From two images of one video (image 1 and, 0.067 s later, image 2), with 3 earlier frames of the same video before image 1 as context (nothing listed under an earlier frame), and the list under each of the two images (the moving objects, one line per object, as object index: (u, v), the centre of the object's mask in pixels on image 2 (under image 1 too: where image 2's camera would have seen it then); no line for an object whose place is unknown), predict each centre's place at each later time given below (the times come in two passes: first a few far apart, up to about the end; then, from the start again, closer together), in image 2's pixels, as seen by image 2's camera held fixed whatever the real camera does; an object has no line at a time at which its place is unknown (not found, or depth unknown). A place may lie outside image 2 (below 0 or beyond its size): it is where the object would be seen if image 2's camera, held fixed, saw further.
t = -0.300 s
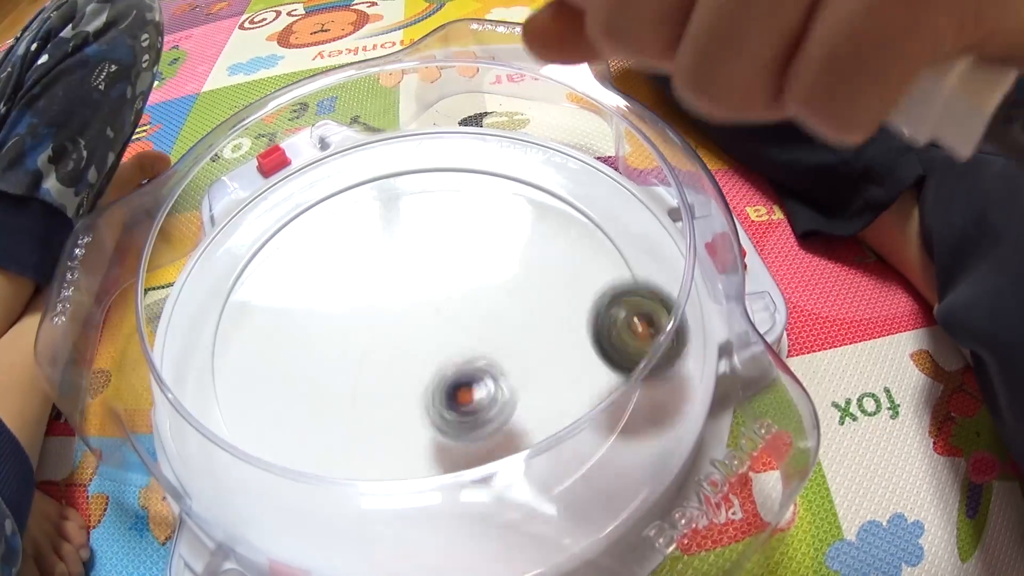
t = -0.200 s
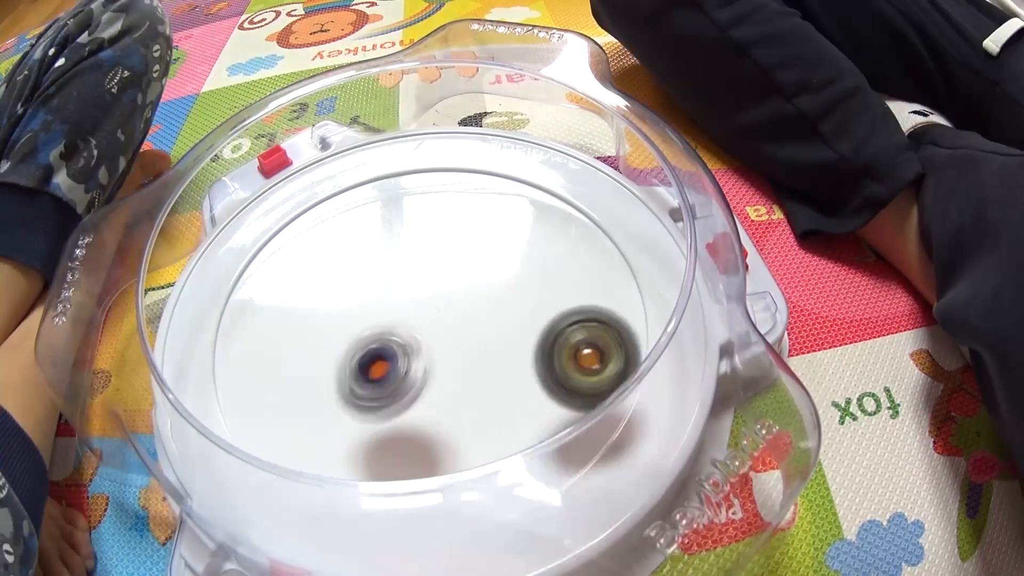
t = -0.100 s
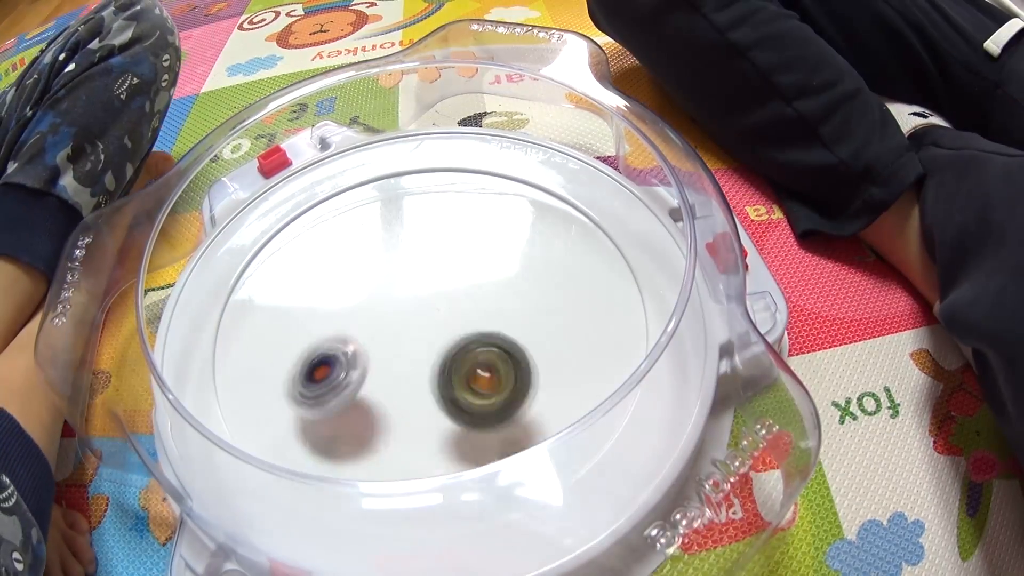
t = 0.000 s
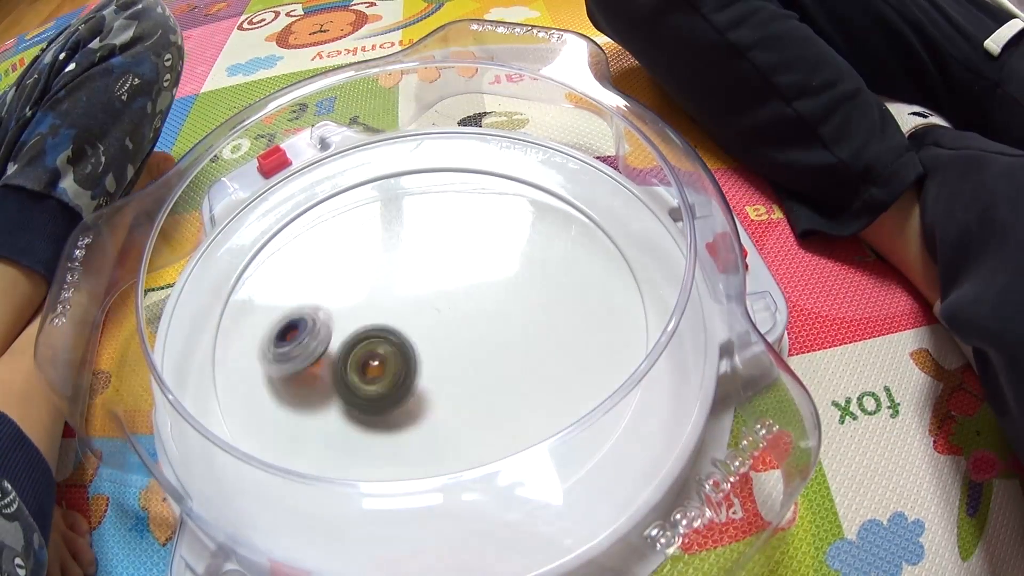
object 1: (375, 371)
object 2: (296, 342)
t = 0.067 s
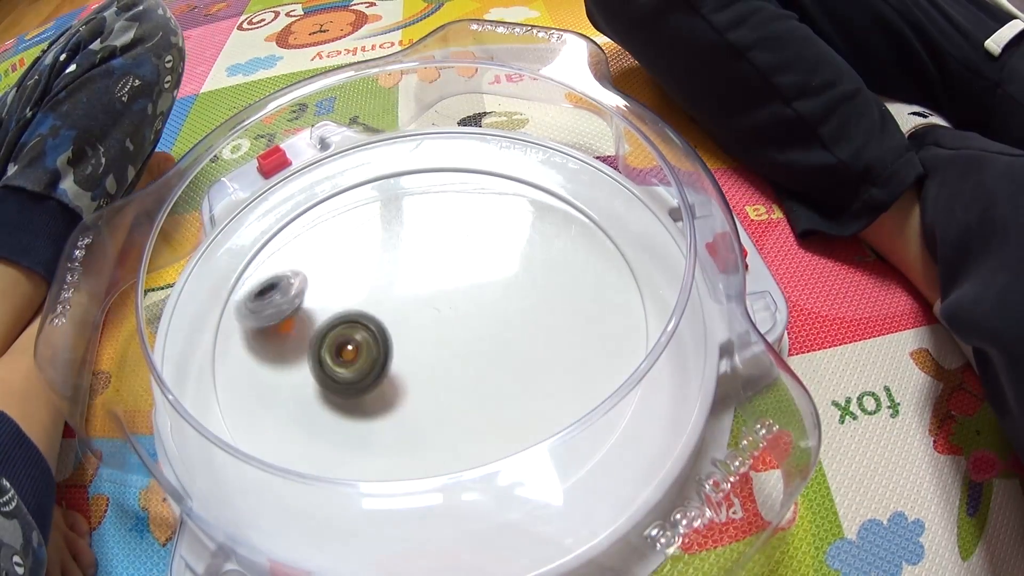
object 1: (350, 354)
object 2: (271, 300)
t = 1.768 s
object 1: (492, 426)
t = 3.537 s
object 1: (376, 232)
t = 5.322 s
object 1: (519, 362)
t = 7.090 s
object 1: (357, 271)
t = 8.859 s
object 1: (449, 375)
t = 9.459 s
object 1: (352, 357)
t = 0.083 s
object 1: (348, 350)
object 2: (266, 289)
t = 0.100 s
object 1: (347, 348)
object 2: (264, 280)
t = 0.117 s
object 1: (347, 344)
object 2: (261, 271)
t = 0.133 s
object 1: (347, 341)
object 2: (259, 263)
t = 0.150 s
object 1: (349, 339)
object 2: (259, 256)
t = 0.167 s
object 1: (351, 335)
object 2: (259, 249)
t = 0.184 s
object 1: (355, 334)
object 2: (261, 244)
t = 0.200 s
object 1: (359, 331)
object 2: (262, 239)
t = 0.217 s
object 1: (365, 329)
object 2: (265, 235)
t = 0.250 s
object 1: (379, 328)
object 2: (273, 229)
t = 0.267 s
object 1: (388, 328)
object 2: (277, 227)
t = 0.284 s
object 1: (396, 329)
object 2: (282, 226)
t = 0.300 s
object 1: (407, 330)
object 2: (289, 228)
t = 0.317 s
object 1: (417, 331)
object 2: (295, 228)
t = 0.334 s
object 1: (429, 333)
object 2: (303, 230)
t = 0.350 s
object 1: (440, 335)
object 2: (310, 234)
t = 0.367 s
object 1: (452, 337)
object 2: (318, 235)
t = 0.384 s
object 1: (464, 339)
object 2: (326, 238)
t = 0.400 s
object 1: (477, 341)
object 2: (336, 245)
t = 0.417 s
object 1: (489, 342)
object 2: (346, 250)
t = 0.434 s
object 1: (502, 342)
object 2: (354, 252)
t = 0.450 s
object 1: (514, 343)
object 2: (364, 258)
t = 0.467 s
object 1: (527, 342)
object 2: (375, 266)
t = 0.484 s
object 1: (539, 340)
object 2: (385, 271)
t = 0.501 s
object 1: (552, 338)
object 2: (394, 275)
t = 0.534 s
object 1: (574, 331)
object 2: (414, 287)
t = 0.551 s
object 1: (584, 328)
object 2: (424, 292)
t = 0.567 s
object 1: (594, 325)
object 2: (433, 298)
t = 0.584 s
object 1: (603, 320)
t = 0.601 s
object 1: (612, 315)
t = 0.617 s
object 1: (619, 311)
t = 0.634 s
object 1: (626, 306)
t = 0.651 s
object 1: (631, 301)
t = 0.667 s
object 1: (634, 295)
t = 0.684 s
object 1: (633, 292)
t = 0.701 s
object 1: (630, 289)
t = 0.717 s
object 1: (628, 286)
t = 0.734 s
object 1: (625, 282)
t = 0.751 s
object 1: (621, 280)
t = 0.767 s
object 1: (617, 277)
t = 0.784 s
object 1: (613, 275)
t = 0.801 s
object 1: (608, 272)
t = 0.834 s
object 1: (599, 270)
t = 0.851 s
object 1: (594, 268)
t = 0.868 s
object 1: (587, 267)
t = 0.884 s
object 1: (582, 267)
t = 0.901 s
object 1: (575, 266)
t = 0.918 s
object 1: (569, 266)
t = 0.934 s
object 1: (563, 267)
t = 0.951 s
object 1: (557, 268)
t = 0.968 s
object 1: (551, 269)
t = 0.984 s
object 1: (545, 272)
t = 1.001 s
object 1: (539, 274)
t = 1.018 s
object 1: (532, 278)
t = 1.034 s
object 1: (527, 281)
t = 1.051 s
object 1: (520, 286)
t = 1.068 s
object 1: (514, 289)
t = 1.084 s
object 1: (509, 295)
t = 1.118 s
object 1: (498, 304)
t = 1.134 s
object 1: (492, 310)
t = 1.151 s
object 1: (489, 315)
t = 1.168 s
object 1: (484, 321)
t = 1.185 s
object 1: (481, 326)
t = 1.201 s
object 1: (477, 332)
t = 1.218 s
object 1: (474, 337)
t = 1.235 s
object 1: (472, 344)
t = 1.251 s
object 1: (469, 350)
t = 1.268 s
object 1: (468, 355)
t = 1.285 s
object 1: (466, 361)
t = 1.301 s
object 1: (465, 367)
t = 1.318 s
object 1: (463, 373)
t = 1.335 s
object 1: (463, 378)
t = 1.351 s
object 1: (463, 384)
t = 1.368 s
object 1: (463, 389)
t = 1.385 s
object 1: (464, 393)
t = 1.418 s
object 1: (466, 402)
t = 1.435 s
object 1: (467, 407)
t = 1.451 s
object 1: (468, 411)
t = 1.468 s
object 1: (470, 415)
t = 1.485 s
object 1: (471, 419)
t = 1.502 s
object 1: (473, 421)
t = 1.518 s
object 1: (474, 424)
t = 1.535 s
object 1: (475, 426)
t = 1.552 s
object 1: (477, 428)
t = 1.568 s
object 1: (478, 429)
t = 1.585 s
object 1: (480, 430)
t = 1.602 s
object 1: (481, 431)
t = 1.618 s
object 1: (482, 432)
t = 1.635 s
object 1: (484, 432)
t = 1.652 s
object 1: (485, 432)
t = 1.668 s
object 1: (487, 432)
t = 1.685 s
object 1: (488, 431)
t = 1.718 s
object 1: (490, 430)
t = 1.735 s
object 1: (491, 429)
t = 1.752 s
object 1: (492, 428)
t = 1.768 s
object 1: (492, 426)
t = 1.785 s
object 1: (492, 425)
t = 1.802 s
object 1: (492, 423)
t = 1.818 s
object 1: (491, 421)
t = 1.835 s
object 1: (489, 419)
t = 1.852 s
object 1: (487, 417)
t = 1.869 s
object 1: (484, 414)
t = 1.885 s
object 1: (480, 410)
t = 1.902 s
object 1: (477, 406)
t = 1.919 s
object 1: (473, 403)
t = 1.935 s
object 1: (468, 400)
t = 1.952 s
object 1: (464, 397)
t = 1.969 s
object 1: (459, 394)
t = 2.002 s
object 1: (448, 388)
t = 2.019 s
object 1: (442, 385)
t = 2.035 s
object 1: (436, 383)
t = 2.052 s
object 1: (431, 379)
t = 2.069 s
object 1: (425, 378)
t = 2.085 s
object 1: (419, 375)
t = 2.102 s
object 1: (414, 373)
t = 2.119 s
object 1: (407, 372)
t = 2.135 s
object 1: (401, 370)
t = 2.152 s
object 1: (396, 368)
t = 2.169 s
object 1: (389, 367)
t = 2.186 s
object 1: (383, 365)
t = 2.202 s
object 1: (378, 364)
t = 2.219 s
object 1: (372, 364)
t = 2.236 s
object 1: (366, 363)
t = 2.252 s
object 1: (361, 363)
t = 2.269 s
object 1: (356, 363)
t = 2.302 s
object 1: (346, 362)
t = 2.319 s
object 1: (341, 362)
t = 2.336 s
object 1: (335, 362)
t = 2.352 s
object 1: (331, 362)
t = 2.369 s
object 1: (327, 363)
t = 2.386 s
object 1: (322, 363)
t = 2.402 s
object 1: (318, 363)
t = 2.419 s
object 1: (314, 364)
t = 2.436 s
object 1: (309, 364)
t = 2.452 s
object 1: (304, 364)
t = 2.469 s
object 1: (300, 365)
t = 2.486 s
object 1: (296, 365)
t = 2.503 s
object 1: (292, 366)
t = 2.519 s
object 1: (289, 366)
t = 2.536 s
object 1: (285, 367)
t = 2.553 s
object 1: (282, 367)
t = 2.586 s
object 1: (277, 369)
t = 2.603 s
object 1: (274, 369)
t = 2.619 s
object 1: (273, 370)
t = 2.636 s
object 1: (272, 371)
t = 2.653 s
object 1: (270, 371)
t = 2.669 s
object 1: (270, 372)
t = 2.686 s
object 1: (270, 372)
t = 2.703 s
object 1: (271, 373)
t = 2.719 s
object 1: (271, 373)
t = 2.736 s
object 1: (273, 372)
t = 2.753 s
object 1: (276, 373)
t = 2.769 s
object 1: (278, 372)
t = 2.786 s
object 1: (281, 371)
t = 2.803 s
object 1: (284, 370)
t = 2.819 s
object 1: (287, 369)
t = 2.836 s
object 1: (290, 368)
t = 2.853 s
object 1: (294, 366)
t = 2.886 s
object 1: (302, 362)
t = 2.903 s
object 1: (306, 358)
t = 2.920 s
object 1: (310, 355)
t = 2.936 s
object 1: (314, 352)
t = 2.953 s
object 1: (318, 349)
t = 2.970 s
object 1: (322, 344)
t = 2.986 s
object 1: (326, 341)
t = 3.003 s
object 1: (330, 337)
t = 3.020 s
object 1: (334, 333)
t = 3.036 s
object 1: (337, 329)
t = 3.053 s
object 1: (341, 325)
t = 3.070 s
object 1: (344, 321)
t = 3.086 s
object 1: (347, 317)
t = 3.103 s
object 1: (350, 313)
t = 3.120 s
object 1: (354, 309)
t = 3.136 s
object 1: (357, 305)
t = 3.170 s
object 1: (361, 297)
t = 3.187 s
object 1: (363, 293)
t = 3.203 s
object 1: (365, 289)
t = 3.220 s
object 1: (367, 285)
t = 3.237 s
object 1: (368, 280)
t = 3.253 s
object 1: (370, 277)
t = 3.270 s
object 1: (371, 274)
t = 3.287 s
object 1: (372, 271)
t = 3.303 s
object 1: (373, 267)
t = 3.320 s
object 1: (374, 263)
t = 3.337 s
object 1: (374, 260)
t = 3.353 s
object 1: (375, 257)
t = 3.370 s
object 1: (375, 254)
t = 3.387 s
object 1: (376, 251)
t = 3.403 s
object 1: (377, 248)
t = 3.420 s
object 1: (376, 246)
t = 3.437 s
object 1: (376, 244)
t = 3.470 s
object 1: (376, 239)
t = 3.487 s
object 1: (376, 237)
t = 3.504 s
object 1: (376, 235)
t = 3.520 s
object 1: (376, 233)
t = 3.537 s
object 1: (376, 232)
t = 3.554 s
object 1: (377, 231)
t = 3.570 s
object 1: (376, 231)
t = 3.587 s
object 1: (376, 230)
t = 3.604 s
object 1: (376, 230)
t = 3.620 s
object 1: (377, 229)
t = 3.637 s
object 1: (378, 229)
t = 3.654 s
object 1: (378, 229)
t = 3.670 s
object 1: (379, 230)
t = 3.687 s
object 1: (380, 229)
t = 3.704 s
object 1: (381, 230)
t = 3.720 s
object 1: (383, 231)
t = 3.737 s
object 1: (384, 232)
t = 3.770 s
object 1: (388, 234)
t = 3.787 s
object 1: (390, 235)
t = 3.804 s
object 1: (392, 237)
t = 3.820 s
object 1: (394, 238)
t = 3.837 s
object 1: (397, 239)
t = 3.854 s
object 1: (400, 241)
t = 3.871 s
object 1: (402, 242)
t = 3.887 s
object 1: (405, 245)
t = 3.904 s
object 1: (407, 247)
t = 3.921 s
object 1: (410, 248)
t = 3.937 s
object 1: (414, 250)
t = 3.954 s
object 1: (417, 252)
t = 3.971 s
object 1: (419, 253)
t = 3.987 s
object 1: (424, 252)
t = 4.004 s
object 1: (428, 249)
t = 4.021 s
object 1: (433, 248)
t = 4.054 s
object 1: (443, 247)
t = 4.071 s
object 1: (448, 245)
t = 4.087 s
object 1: (452, 245)
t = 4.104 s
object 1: (456, 244)
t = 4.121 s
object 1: (460, 244)
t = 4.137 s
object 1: (464, 243)
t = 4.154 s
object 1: (467, 244)
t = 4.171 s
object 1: (469, 244)
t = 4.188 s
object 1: (470, 245)
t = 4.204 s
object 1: (472, 245)
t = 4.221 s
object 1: (475, 244)
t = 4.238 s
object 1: (477, 244)
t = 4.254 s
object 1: (479, 246)
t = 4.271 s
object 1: (481, 247)
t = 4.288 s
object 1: (482, 247)
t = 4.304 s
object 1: (484, 247)
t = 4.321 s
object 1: (485, 248)
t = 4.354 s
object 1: (490, 249)
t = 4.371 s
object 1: (492, 250)
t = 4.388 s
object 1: (493, 252)
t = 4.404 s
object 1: (494, 253)
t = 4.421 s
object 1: (495, 254)
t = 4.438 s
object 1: (496, 255)
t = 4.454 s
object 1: (498, 256)
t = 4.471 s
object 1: (499, 258)
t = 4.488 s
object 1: (501, 259)
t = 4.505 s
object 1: (502, 261)
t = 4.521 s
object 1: (503, 263)
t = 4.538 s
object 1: (504, 265)
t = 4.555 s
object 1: (504, 266)
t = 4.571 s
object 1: (504, 268)
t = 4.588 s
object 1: (505, 270)
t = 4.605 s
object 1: (505, 273)
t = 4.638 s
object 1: (506, 277)
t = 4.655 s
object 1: (508, 279)
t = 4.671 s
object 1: (511, 280)
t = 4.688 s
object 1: (514, 281)
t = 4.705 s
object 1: (516, 283)
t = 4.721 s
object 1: (519, 286)
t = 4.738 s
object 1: (521, 288)
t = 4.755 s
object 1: (523, 291)
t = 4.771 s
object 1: (524, 293)
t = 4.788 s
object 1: (526, 295)
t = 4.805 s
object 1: (528, 297)
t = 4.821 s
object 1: (529, 299)
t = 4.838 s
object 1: (531, 302)
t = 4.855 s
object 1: (533, 304)
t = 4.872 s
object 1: (535, 307)
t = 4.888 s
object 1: (536, 309)
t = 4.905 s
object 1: (537, 311)
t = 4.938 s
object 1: (538, 316)
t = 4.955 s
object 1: (539, 318)
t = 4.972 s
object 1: (540, 320)
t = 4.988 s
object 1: (540, 322)
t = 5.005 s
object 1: (541, 325)
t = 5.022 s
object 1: (541, 327)
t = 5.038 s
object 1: (541, 329)
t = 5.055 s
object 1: (540, 332)
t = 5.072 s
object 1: (540, 334)
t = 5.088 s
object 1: (539, 336)
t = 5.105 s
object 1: (539, 338)
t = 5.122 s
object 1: (538, 340)
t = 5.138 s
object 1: (538, 342)
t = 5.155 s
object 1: (537, 344)
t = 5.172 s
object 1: (536, 346)
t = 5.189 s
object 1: (535, 348)
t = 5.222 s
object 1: (532, 352)
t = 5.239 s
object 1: (530, 354)
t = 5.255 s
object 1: (528, 356)
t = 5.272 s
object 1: (526, 358)
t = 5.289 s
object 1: (524, 359)
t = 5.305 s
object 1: (521, 360)
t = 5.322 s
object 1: (519, 362)
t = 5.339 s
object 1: (516, 363)
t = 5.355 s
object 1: (513, 365)
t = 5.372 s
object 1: (510, 367)
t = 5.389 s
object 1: (507, 368)
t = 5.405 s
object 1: (503, 370)
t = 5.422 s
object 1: (499, 372)
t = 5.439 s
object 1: (495, 373)
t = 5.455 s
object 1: (491, 375)
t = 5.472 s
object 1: (487, 376)
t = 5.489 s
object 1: (483, 377)
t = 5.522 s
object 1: (475, 379)
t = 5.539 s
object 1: (471, 381)
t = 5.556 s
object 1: (467, 382)
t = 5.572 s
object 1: (462, 382)
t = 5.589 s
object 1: (458, 384)
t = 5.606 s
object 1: (454, 385)
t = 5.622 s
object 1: (449, 386)
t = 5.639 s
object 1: (445, 387)
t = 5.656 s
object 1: (440, 387)
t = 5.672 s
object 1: (435, 389)
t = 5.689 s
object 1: (431, 389)
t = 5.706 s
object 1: (426, 390)
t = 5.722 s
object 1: (422, 390)
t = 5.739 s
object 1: (417, 391)
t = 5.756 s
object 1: (413, 392)
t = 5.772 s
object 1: (408, 392)
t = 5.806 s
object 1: (400, 391)
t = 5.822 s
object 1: (397, 392)
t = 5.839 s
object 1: (393, 392)
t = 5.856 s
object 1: (389, 393)
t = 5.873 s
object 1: (385, 392)
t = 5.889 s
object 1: (381, 392)
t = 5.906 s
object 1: (377, 392)
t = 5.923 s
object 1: (373, 392)
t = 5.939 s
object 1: (370, 391)
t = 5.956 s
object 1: (366, 391)
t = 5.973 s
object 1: (363, 390)
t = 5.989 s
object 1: (359, 389)
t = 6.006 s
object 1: (356, 389)
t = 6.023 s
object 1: (353, 388)
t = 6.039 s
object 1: (349, 387)
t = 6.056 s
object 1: (346, 386)
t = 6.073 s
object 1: (343, 385)
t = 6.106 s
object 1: (338, 382)
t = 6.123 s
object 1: (335, 381)
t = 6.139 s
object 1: (333, 380)
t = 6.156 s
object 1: (330, 378)
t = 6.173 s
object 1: (328, 377)
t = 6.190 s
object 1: (326, 375)
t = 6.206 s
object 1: (324, 374)
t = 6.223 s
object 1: (323, 372)
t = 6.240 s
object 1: (321, 370)
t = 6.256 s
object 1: (320, 369)
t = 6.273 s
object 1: (319, 367)
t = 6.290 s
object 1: (318, 365)
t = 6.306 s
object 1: (318, 363)
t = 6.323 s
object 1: (317, 361)
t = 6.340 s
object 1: (317, 359)
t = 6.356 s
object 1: (316, 356)
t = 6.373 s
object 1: (316, 354)
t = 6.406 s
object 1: (316, 349)
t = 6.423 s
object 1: (316, 347)
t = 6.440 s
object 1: (317, 344)
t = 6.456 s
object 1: (317, 342)
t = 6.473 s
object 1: (318, 340)
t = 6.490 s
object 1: (319, 338)
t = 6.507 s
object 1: (319, 336)
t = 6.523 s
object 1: (320, 334)
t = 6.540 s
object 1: (321, 332)
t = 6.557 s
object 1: (322, 330)
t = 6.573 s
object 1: (324, 330)
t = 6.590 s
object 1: (325, 328)
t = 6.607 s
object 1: (326, 326)
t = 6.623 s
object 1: (326, 321)
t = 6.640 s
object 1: (327, 319)
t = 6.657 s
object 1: (328, 317)
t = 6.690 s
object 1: (330, 313)
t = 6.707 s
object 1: (331, 313)
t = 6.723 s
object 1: (332, 311)
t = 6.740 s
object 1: (333, 308)
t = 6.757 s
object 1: (334, 306)
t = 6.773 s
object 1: (335, 303)
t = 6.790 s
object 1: (336, 301)
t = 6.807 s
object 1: (338, 299)
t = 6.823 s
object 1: (340, 296)
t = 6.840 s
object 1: (341, 294)
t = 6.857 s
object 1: (343, 291)
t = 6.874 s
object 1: (343, 288)
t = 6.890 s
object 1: (345, 286)
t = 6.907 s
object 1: (346, 284)
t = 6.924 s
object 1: (347, 282)
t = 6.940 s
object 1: (350, 280)
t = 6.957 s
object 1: (351, 277)
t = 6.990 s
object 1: (355, 273)
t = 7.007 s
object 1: (356, 271)
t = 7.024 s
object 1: (358, 270)
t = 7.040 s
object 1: (351, 276)
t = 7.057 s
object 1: (353, 274)
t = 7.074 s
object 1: (355, 272)
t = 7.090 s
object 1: (357, 271)
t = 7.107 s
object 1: (358, 269)
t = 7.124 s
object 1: (360, 268)
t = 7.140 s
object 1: (362, 267)
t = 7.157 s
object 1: (365, 265)
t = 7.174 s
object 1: (367, 264)
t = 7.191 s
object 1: (369, 262)
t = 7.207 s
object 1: (372, 261)
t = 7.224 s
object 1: (374, 260)
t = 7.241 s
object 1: (376, 259)
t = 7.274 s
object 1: (382, 258)
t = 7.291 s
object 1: (384, 257)
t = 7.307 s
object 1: (387, 256)
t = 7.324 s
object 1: (389, 255)
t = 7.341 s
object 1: (391, 255)
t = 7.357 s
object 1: (395, 255)
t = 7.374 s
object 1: (398, 254)
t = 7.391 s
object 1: (400, 253)
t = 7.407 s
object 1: (403, 251)
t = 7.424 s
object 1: (405, 250)
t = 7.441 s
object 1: (408, 250)
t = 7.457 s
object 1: (411, 250)
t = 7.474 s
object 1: (414, 249)
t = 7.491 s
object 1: (417, 248)
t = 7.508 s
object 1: (420, 248)
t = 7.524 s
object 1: (422, 248)
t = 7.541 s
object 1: (425, 248)
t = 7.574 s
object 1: (431, 248)
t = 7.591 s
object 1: (434, 248)
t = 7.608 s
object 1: (436, 248)
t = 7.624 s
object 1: (439, 249)
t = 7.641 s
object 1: (442, 250)
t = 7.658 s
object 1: (445, 251)
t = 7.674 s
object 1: (448, 251)
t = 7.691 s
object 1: (451, 252)
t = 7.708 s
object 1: (454, 253)
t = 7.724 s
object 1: (456, 254)
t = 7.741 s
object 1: (459, 255)
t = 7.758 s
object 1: (462, 256)
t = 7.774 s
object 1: (465, 257)
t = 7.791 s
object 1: (467, 258)
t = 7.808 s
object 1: (469, 259)
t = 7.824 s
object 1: (471, 261)
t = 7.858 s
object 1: (477, 265)
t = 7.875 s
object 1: (479, 265)
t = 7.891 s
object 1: (481, 267)
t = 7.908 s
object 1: (483, 268)
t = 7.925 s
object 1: (484, 271)
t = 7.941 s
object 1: (487, 273)
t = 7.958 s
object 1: (489, 275)
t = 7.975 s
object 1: (493, 275)
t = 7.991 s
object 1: (500, 274)
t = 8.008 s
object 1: (505, 274)
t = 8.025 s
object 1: (510, 274)
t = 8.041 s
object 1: (512, 275)
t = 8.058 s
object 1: (515, 276)
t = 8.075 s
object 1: (517, 277)
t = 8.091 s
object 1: (519, 278)
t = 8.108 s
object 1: (520, 279)
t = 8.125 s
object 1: (521, 280)
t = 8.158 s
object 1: (523, 284)
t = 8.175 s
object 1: (523, 285)
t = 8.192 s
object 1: (524, 287)
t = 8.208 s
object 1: (524, 289)
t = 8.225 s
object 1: (524, 291)
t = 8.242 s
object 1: (524, 294)
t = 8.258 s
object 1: (524, 296)
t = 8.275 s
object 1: (524, 298)
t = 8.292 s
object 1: (523, 300)
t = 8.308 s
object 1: (522, 303)
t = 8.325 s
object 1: (521, 306)
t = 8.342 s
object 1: (520, 308)
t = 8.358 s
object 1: (519, 311)
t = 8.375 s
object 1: (517, 313)
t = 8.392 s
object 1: (516, 316)
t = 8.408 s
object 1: (514, 319)
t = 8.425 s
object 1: (512, 321)
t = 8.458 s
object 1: (507, 326)
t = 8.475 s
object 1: (505, 329)
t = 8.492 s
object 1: (503, 331)
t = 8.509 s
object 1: (500, 333)
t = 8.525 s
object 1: (497, 336)
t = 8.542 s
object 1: (494, 339)
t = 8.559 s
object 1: (493, 342)
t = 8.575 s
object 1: (493, 345)
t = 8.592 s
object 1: (491, 347)
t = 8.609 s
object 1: (489, 350)
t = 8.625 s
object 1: (487, 352)
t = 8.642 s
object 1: (485, 355)
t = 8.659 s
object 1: (484, 357)
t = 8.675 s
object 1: (481, 358)
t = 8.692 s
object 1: (479, 360)
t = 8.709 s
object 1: (476, 362)
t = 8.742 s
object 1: (471, 366)
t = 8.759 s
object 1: (468, 367)
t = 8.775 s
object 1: (465, 369)
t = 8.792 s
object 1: (462, 371)
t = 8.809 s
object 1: (459, 372)
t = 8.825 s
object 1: (457, 373)
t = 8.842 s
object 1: (453, 374)
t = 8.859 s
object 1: (449, 375)
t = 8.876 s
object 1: (447, 376)
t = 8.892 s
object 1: (444, 379)
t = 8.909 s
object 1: (440, 381)
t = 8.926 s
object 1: (436, 383)
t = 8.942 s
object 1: (434, 384)
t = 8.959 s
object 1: (431, 386)
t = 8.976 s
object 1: (428, 386)
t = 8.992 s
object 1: (424, 387)
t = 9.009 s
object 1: (422, 388)
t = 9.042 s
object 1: (417, 387)
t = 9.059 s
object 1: (413, 387)
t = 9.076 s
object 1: (410, 388)
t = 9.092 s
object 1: (408, 387)
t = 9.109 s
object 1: (405, 386)
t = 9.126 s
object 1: (401, 385)
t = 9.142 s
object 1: (399, 386)
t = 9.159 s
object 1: (396, 384)
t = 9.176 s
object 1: (394, 383)
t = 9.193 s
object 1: (391, 381)
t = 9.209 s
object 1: (388, 381)
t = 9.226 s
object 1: (385, 380)
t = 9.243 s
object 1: (382, 378)
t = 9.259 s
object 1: (379, 376)
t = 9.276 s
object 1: (376, 376)
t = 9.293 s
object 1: (374, 375)
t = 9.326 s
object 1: (369, 371)
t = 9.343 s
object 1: (367, 370)
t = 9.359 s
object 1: (365, 368)
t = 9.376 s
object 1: (363, 366)
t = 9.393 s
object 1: (360, 365)
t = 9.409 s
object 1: (358, 363)
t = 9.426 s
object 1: (356, 361)
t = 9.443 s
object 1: (354, 359)
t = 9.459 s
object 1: (352, 357)
